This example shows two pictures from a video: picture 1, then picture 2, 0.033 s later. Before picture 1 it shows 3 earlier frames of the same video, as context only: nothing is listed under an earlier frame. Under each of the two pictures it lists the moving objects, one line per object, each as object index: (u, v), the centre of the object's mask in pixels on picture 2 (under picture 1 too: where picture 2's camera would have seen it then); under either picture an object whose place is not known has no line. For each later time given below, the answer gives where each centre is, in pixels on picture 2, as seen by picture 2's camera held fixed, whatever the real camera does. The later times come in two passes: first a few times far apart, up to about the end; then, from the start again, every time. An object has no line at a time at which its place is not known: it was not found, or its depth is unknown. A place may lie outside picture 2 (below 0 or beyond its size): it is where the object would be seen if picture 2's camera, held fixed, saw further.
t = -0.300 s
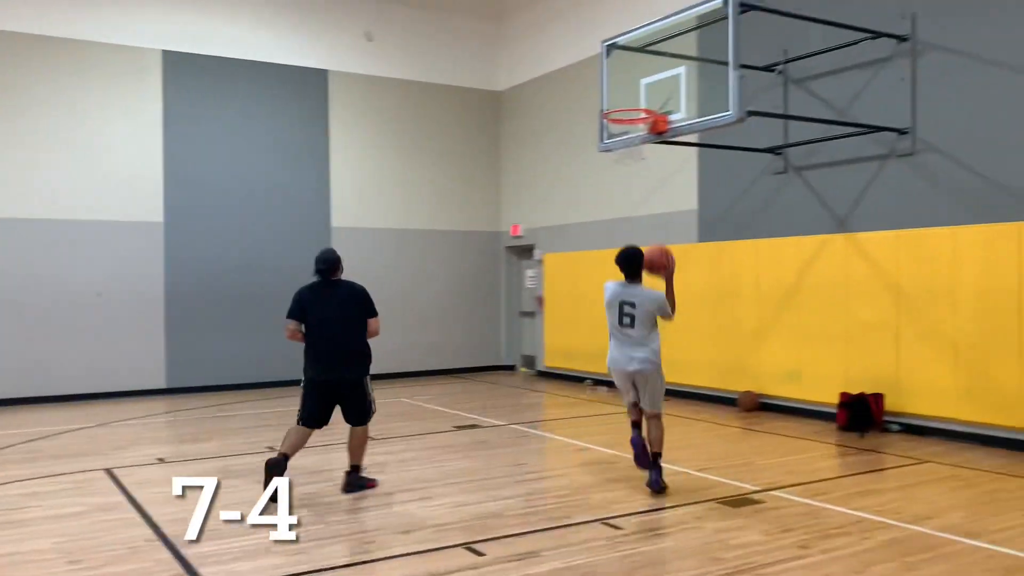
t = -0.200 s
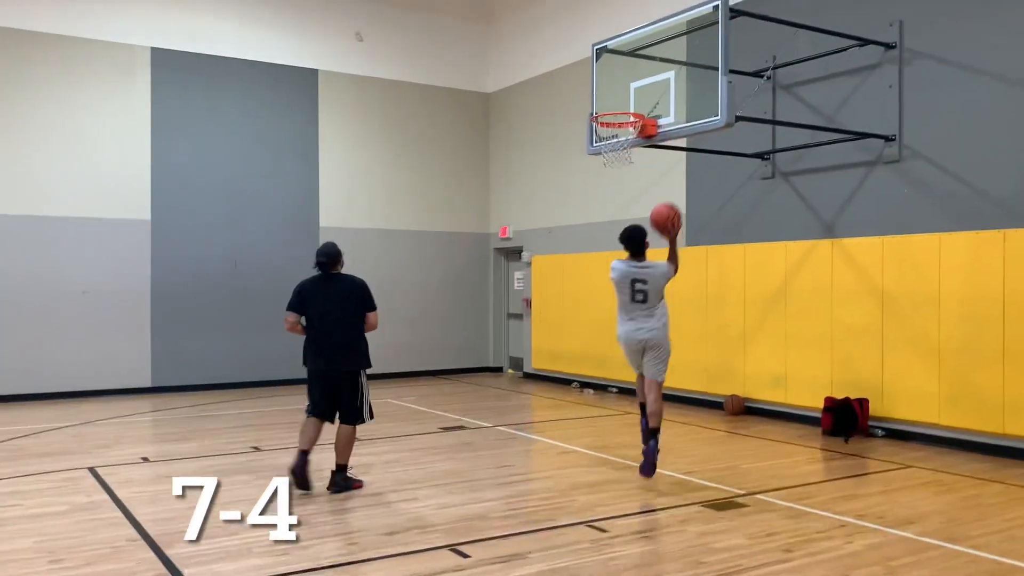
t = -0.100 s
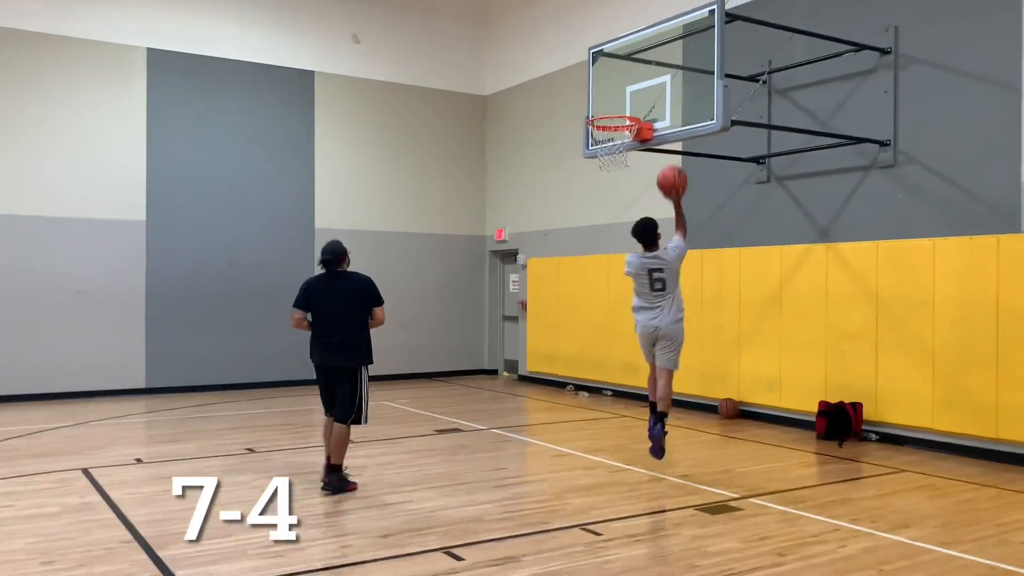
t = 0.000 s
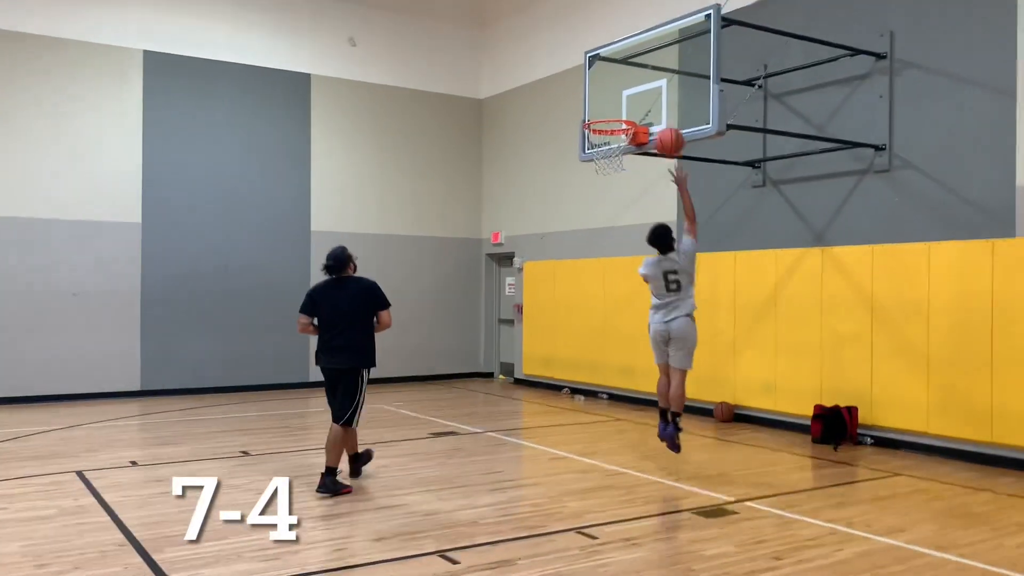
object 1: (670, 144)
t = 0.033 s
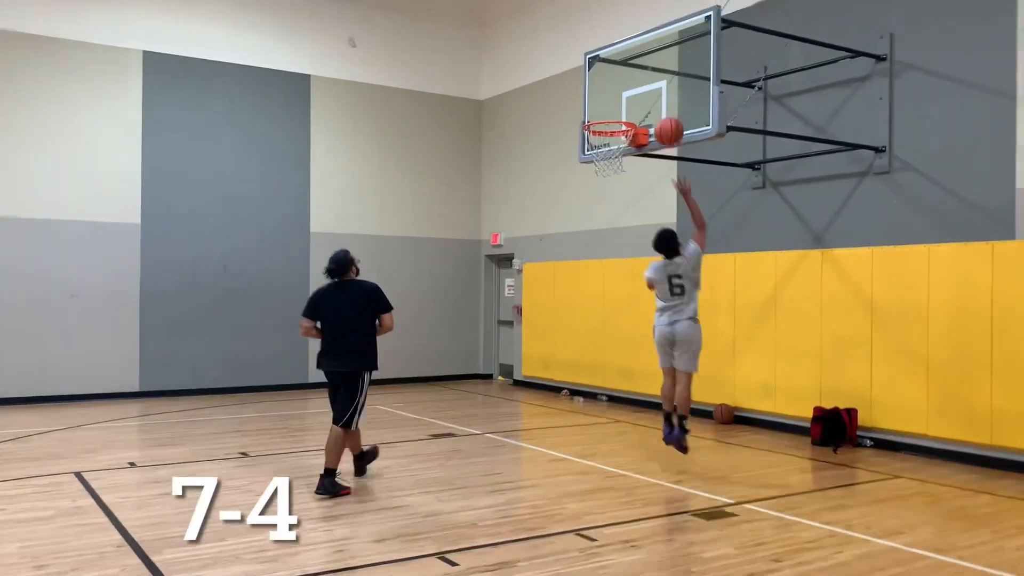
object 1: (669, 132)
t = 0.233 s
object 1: (667, 92)
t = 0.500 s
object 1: (622, 110)
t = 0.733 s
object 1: (599, 123)
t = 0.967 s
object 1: (615, 159)
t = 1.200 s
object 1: (624, 209)
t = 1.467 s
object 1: (632, 334)
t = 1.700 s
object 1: (637, 411)
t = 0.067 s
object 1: (669, 121)
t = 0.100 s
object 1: (668, 112)
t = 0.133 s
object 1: (668, 105)
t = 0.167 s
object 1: (668, 99)
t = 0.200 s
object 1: (668, 95)
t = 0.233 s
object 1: (667, 92)
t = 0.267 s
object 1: (667, 90)
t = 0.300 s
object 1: (660, 90)
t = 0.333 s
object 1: (653, 90)
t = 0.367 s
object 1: (647, 92)
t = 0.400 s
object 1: (640, 96)
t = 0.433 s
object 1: (634, 100)
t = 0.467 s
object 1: (627, 106)
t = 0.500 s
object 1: (622, 110)
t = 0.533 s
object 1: (617, 109)
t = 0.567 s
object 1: (614, 109)
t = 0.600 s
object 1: (610, 110)
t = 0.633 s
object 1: (606, 111)
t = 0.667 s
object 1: (602, 113)
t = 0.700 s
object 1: (598, 122)
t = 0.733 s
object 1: (599, 123)
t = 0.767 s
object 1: (602, 125)
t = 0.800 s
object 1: (604, 128)
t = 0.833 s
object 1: (606, 134)
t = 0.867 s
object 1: (609, 138)
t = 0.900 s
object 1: (611, 145)
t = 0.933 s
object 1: (613, 152)
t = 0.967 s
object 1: (615, 159)
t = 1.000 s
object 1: (617, 166)
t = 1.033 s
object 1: (617, 169)
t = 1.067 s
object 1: (619, 175)
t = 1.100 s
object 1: (620, 182)
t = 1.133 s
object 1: (621, 190)
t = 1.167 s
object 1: (622, 199)
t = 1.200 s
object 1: (624, 209)
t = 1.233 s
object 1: (625, 221)
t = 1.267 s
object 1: (626, 234)
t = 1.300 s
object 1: (627, 247)
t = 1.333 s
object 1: (627, 262)
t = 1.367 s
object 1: (628, 278)
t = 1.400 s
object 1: (630, 296)
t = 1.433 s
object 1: (631, 314)
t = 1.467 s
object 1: (632, 334)
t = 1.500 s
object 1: (633, 354)
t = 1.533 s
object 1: (634, 376)
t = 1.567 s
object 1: (636, 399)
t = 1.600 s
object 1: (637, 423)
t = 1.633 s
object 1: (638, 446)
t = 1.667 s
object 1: (637, 427)
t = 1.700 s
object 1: (637, 411)
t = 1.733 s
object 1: (638, 393)
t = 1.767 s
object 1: (637, 379)
